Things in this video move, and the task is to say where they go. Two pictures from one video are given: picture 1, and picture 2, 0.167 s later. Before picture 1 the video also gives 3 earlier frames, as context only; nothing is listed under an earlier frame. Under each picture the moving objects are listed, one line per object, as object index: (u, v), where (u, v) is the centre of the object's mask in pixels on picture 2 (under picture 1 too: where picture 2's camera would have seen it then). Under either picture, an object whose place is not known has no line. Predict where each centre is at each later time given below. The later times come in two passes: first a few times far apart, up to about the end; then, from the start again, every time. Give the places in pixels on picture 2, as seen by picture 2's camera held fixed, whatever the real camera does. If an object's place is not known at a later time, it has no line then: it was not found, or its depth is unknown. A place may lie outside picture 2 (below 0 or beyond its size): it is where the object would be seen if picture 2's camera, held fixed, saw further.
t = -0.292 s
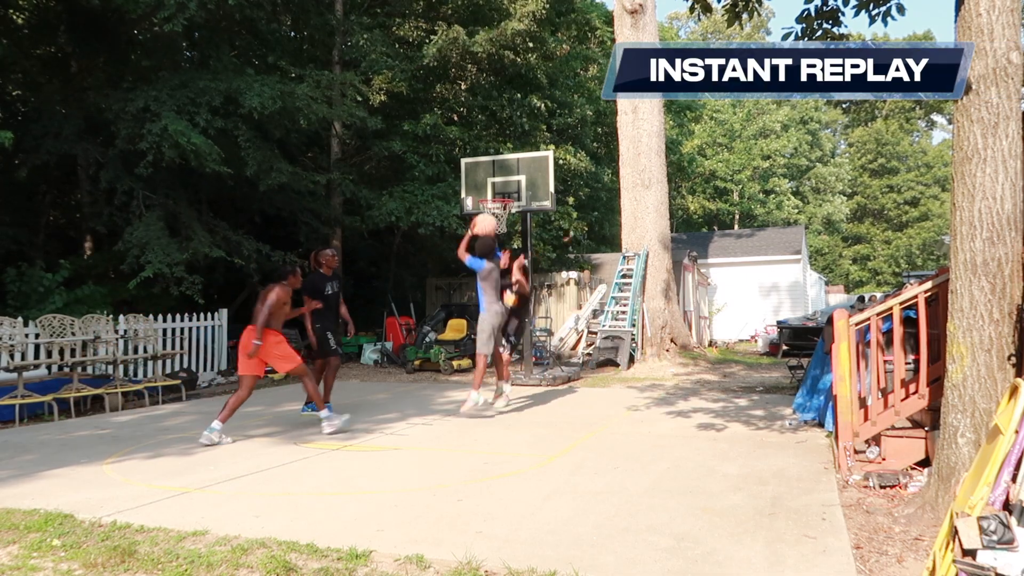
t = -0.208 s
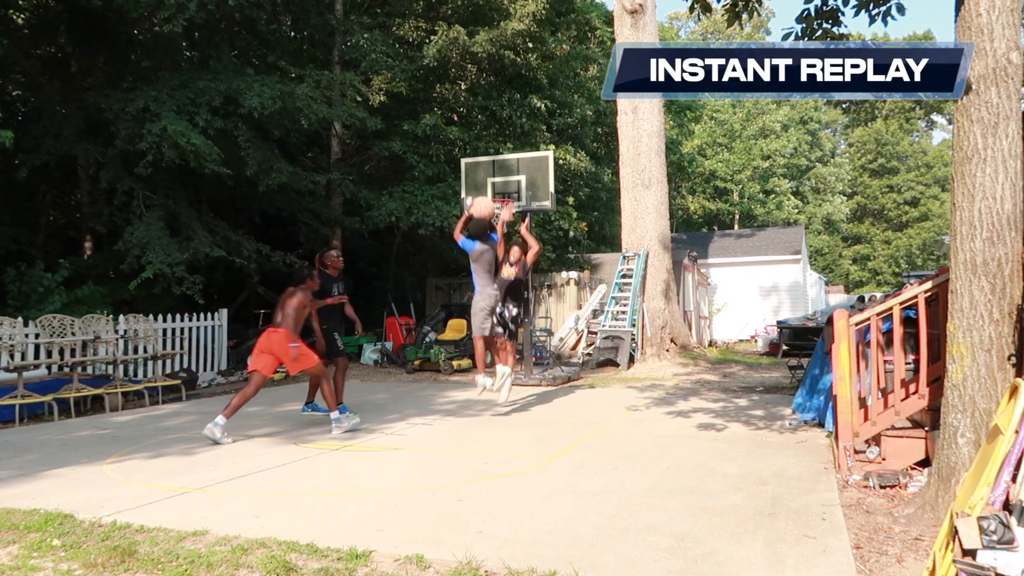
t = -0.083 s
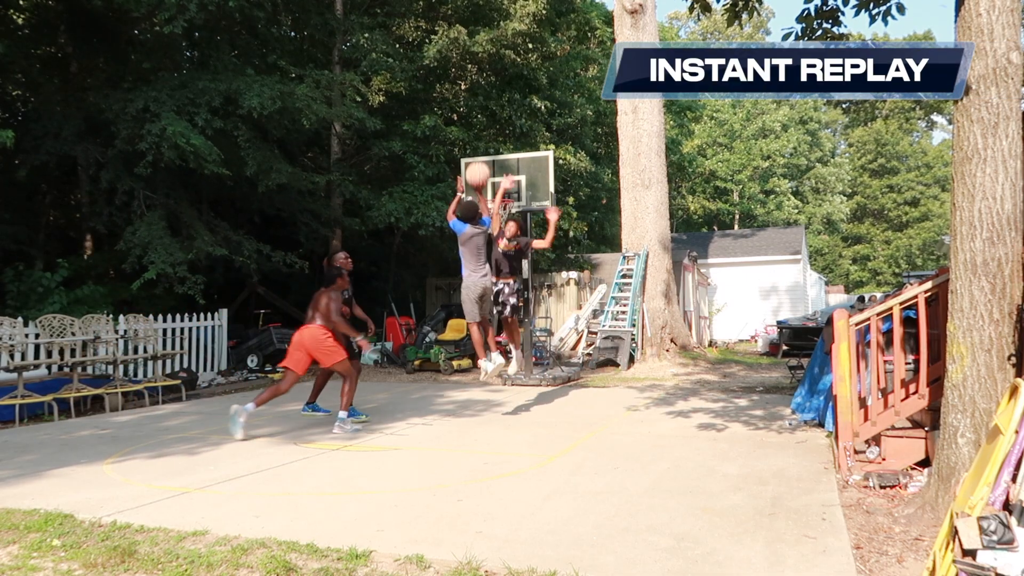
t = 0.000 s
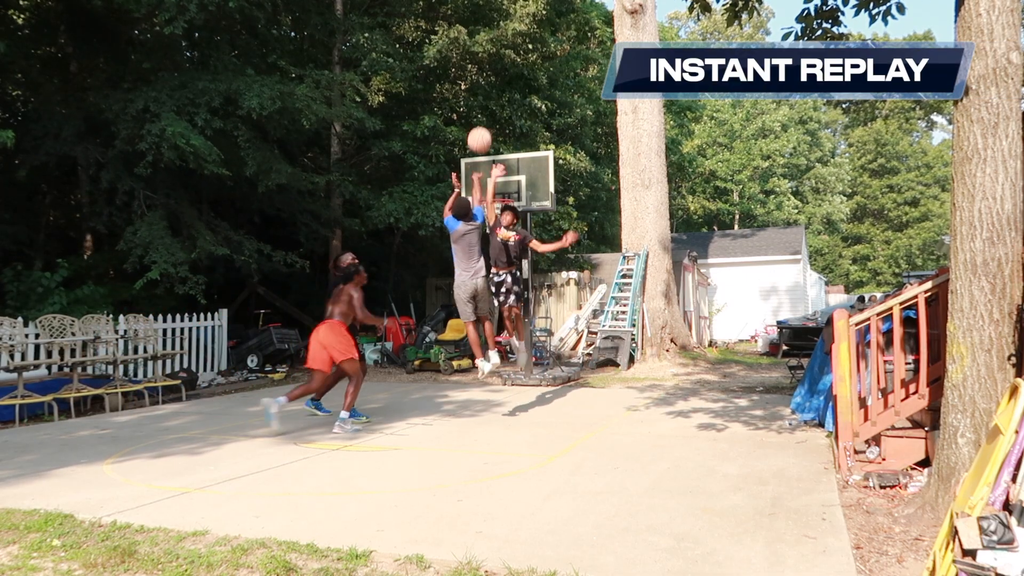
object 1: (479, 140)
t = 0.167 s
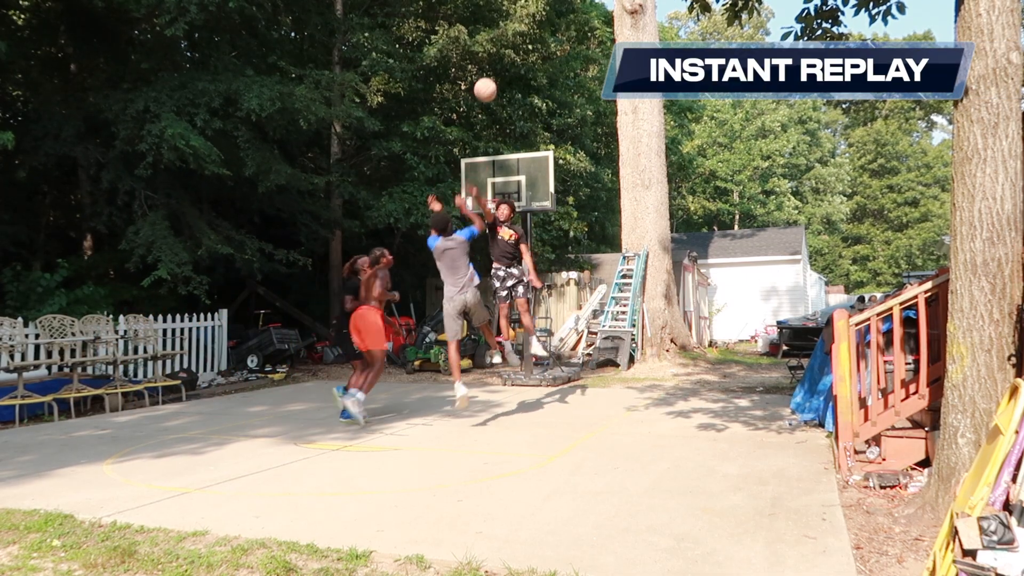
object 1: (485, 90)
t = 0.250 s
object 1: (488, 75)
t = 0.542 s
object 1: (497, 65)
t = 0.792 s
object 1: (503, 104)
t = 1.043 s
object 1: (509, 179)
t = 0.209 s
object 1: (486, 81)
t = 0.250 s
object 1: (488, 75)
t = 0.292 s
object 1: (489, 69)
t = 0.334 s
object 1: (490, 65)
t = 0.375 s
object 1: (492, 63)
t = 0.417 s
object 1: (493, 61)
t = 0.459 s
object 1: (494, 61)
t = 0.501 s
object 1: (496, 62)
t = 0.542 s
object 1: (497, 65)
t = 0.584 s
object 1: (498, 68)
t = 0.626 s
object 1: (499, 73)
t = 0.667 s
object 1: (500, 79)
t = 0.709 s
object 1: (501, 86)
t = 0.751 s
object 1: (502, 94)
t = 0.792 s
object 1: (503, 104)
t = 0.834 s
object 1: (504, 114)
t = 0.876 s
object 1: (505, 125)
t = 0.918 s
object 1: (506, 137)
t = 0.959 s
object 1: (507, 149)
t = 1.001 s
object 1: (508, 165)
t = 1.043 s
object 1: (509, 179)
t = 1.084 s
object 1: (510, 194)
